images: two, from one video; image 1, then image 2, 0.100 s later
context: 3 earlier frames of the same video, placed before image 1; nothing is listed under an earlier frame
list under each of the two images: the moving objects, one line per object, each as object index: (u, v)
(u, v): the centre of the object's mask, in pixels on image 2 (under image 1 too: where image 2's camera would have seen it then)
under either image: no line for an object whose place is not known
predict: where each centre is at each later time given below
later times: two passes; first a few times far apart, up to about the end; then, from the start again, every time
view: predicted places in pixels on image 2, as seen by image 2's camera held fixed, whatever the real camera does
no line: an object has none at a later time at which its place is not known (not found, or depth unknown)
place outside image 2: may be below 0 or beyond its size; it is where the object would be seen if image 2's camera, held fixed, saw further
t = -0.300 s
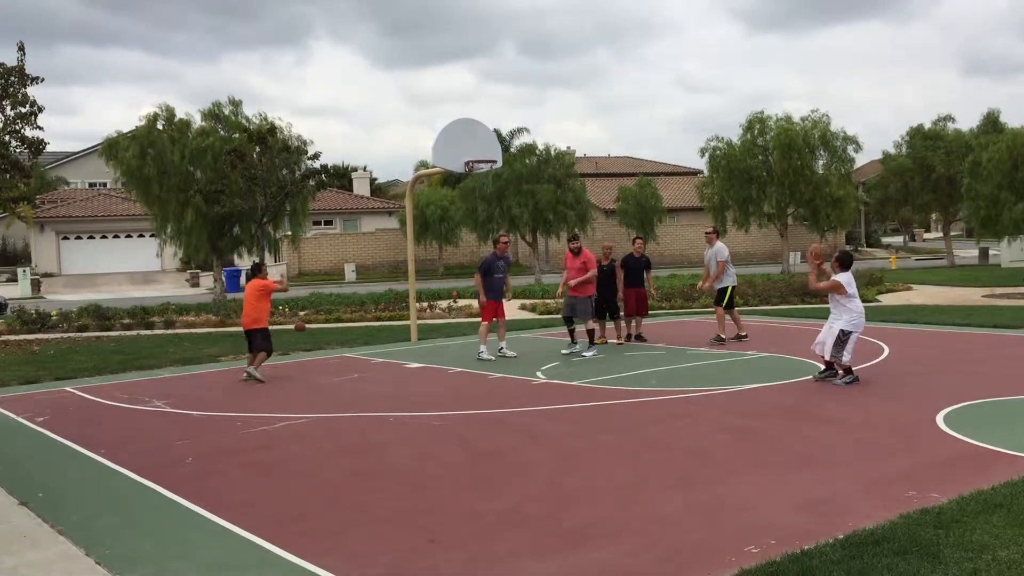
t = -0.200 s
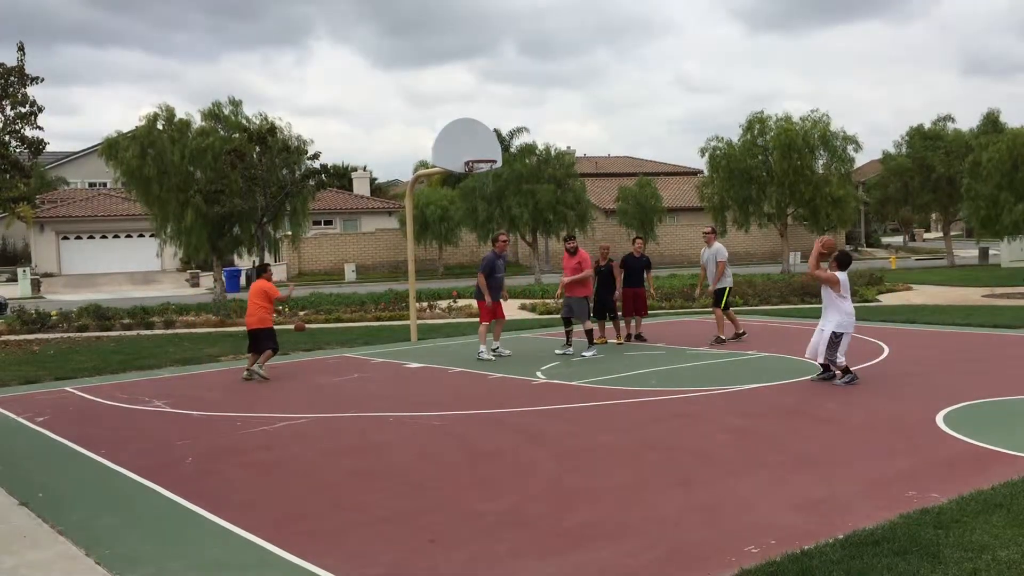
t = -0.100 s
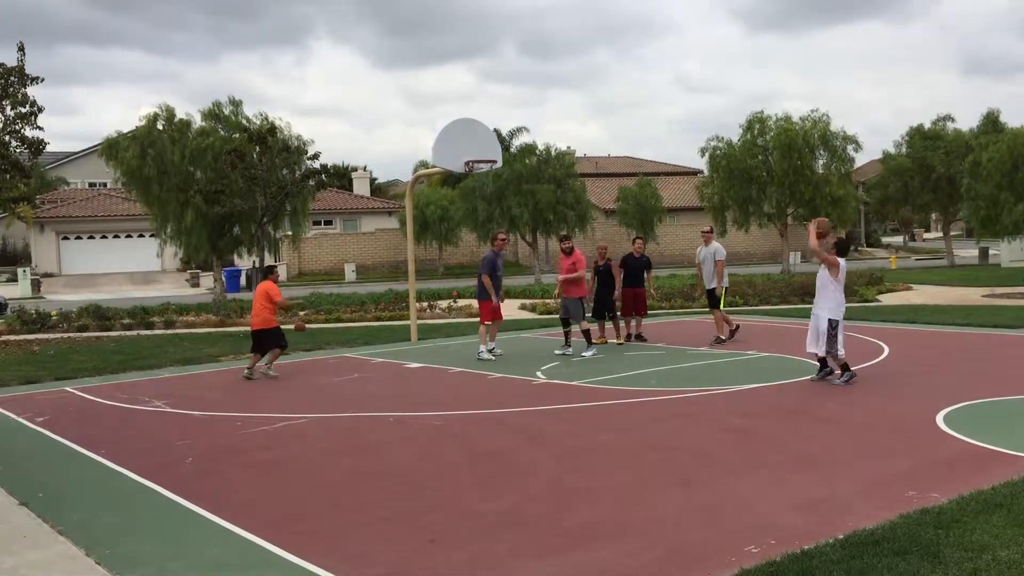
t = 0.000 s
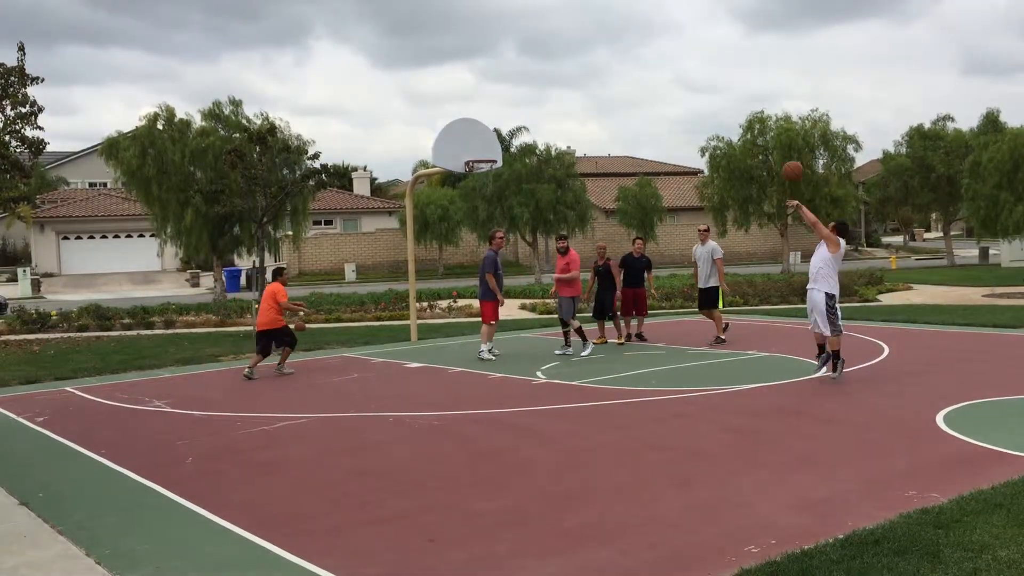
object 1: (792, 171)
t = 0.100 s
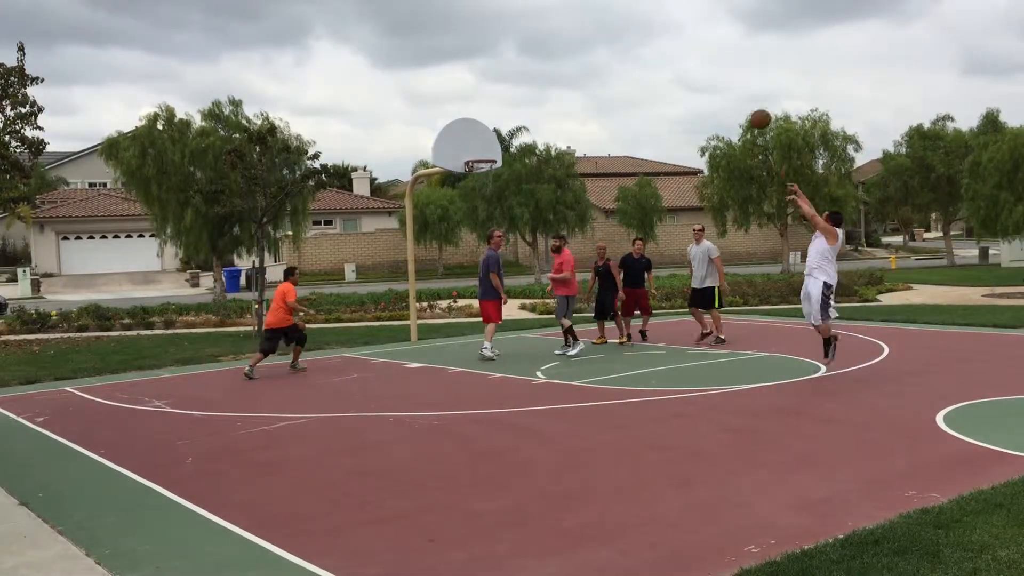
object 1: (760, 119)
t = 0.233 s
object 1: (720, 66)
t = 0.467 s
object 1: (658, 12)
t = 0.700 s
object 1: (604, 6)
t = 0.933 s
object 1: (558, 32)
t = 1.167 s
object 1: (519, 93)
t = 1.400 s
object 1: (494, 139)
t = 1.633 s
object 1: (492, 98)
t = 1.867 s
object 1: (491, 90)
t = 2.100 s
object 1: (492, 114)
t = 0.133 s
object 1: (750, 104)
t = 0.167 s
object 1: (740, 90)
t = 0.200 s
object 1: (730, 77)
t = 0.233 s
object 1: (720, 66)
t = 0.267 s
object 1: (711, 55)
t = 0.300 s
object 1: (702, 46)
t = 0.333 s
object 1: (693, 37)
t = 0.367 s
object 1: (684, 29)
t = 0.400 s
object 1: (675, 23)
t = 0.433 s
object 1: (667, 17)
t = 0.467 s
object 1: (658, 12)
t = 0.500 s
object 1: (650, 9)
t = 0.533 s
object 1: (642, 7)
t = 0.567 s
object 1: (634, 6)
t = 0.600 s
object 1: (627, 5)
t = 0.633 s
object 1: (619, 5)
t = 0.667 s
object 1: (612, 5)
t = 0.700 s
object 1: (604, 6)
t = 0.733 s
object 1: (598, 7)
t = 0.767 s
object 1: (591, 8)
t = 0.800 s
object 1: (584, 11)
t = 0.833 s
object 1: (577, 16)
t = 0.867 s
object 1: (571, 20)
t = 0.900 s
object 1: (564, 26)
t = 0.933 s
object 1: (558, 32)
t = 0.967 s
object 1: (552, 39)
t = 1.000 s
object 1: (546, 47)
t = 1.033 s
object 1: (541, 55)
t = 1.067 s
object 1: (535, 63)
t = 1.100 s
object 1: (529, 73)
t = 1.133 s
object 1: (524, 82)
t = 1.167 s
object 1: (519, 93)
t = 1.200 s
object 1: (514, 104)
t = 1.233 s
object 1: (509, 115)
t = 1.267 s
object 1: (505, 127)
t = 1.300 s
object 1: (499, 141)
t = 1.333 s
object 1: (495, 153)
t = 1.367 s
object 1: (495, 148)
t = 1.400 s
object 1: (494, 139)
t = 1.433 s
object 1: (493, 132)
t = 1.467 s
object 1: (493, 125)
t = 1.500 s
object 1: (493, 118)
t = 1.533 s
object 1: (493, 112)
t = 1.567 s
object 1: (492, 106)
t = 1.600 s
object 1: (492, 102)
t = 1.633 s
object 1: (492, 98)
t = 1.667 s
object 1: (492, 95)
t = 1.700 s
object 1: (492, 93)
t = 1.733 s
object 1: (491, 91)
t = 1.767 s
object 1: (491, 90)
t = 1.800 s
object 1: (491, 89)
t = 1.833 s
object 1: (491, 89)
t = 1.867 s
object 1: (491, 90)
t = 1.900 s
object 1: (491, 92)
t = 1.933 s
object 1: (491, 94)
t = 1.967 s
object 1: (491, 97)
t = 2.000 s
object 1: (491, 100)
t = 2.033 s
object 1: (491, 104)
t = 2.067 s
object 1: (492, 108)
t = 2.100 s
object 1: (492, 114)
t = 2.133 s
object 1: (492, 119)
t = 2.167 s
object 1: (493, 125)
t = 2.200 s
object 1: (494, 129)
